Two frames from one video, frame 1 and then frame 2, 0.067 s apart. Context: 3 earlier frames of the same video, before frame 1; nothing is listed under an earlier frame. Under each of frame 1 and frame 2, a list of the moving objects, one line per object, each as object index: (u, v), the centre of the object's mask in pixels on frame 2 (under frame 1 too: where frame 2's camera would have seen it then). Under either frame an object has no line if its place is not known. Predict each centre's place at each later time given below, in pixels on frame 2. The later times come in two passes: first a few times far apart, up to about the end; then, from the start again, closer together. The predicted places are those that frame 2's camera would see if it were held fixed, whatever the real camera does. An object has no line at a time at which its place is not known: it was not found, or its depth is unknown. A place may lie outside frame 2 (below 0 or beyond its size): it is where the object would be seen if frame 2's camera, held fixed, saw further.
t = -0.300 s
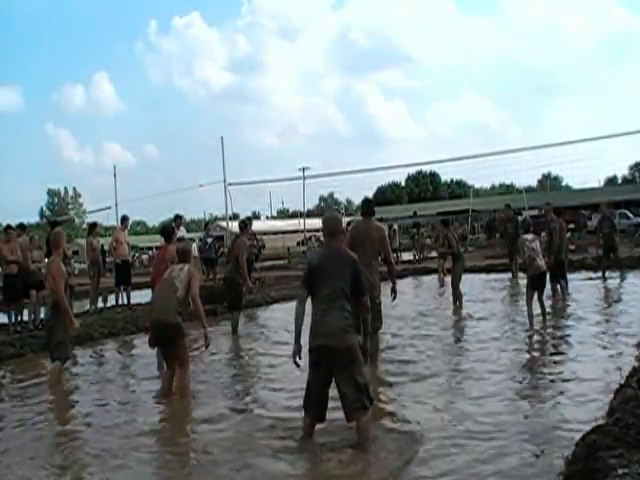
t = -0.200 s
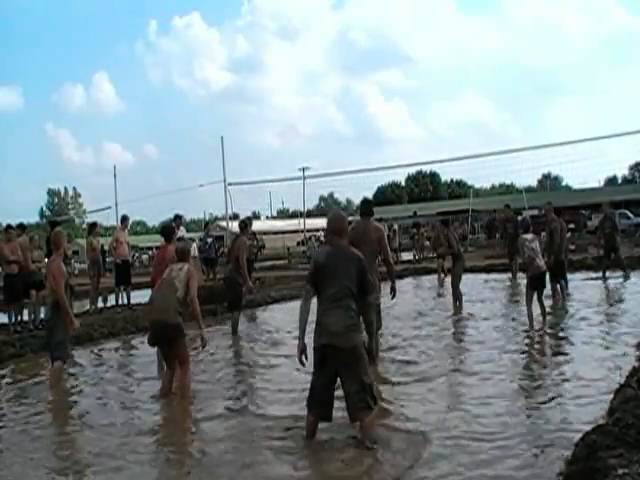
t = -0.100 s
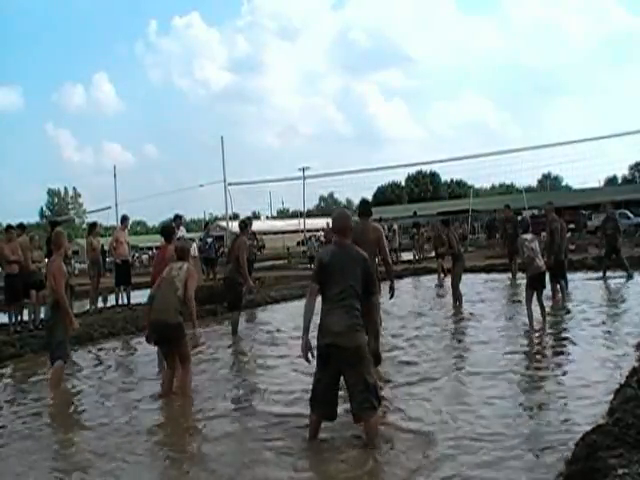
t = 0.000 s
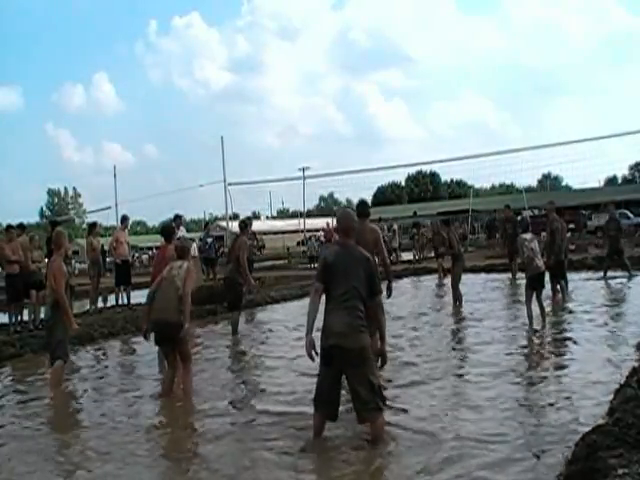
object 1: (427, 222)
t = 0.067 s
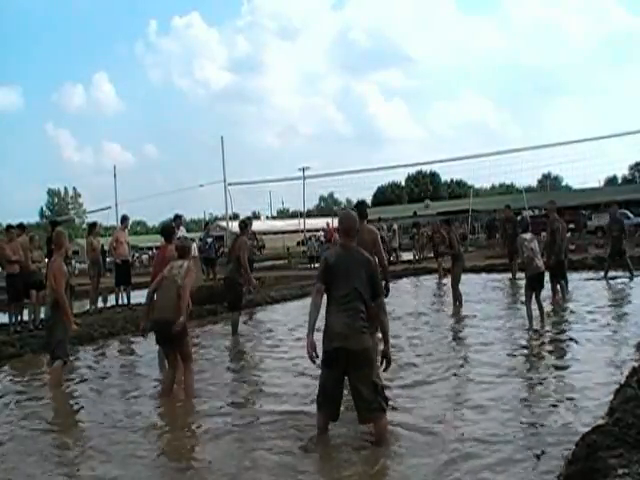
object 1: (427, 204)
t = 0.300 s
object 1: (428, 164)
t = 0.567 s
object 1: (431, 124)
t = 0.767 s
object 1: (434, 99)
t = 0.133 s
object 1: (427, 199)
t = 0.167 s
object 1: (428, 190)
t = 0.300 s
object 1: (428, 164)
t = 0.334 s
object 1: (429, 159)
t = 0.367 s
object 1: (429, 156)
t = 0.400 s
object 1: (429, 148)
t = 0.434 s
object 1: (430, 144)
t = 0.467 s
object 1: (430, 137)
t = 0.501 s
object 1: (430, 134)
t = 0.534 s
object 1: (431, 127)
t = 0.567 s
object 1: (431, 124)
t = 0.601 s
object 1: (432, 121)
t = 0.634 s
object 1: (432, 114)
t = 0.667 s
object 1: (433, 112)
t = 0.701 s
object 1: (433, 107)
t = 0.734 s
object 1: (434, 104)
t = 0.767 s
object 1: (434, 99)
